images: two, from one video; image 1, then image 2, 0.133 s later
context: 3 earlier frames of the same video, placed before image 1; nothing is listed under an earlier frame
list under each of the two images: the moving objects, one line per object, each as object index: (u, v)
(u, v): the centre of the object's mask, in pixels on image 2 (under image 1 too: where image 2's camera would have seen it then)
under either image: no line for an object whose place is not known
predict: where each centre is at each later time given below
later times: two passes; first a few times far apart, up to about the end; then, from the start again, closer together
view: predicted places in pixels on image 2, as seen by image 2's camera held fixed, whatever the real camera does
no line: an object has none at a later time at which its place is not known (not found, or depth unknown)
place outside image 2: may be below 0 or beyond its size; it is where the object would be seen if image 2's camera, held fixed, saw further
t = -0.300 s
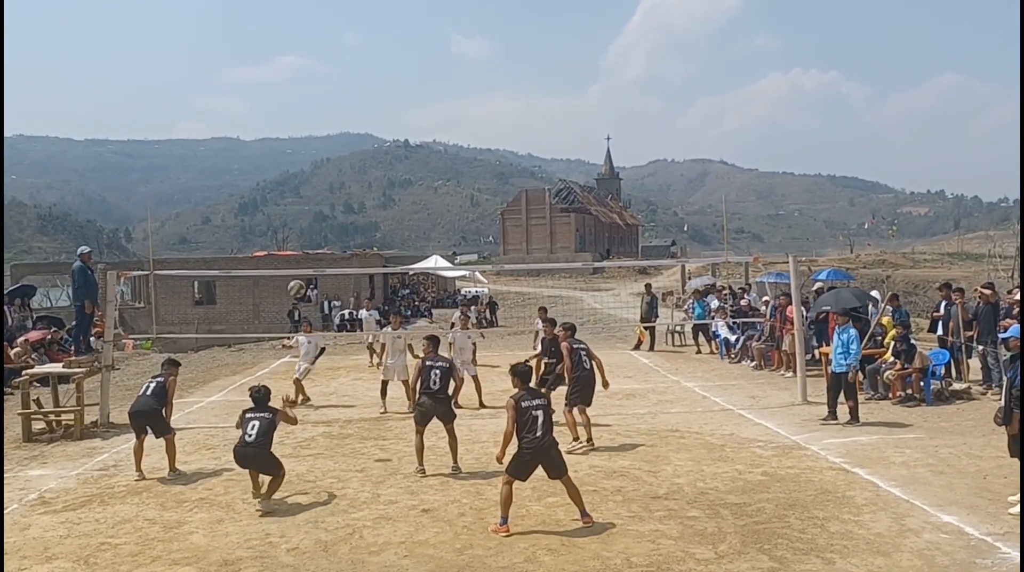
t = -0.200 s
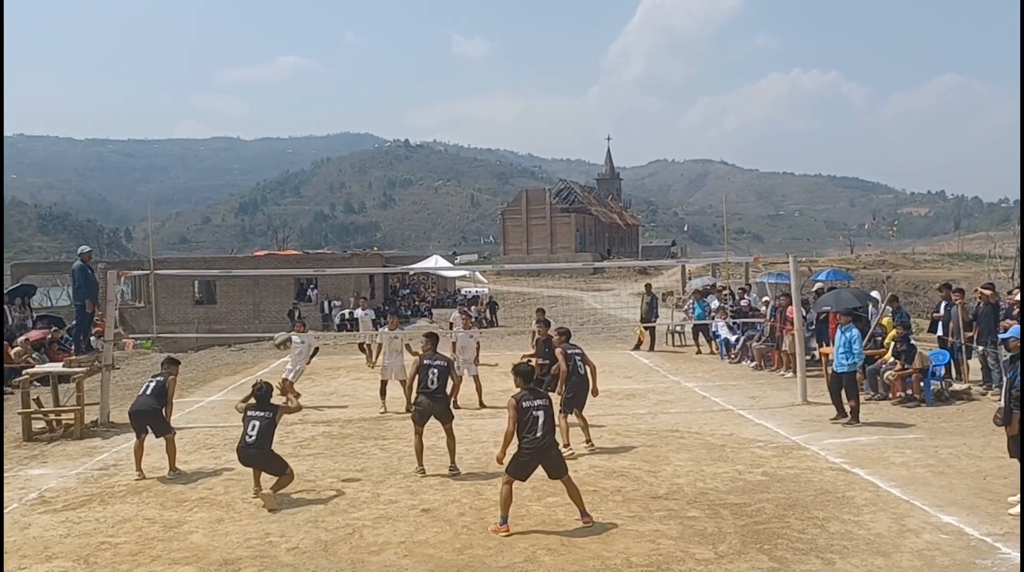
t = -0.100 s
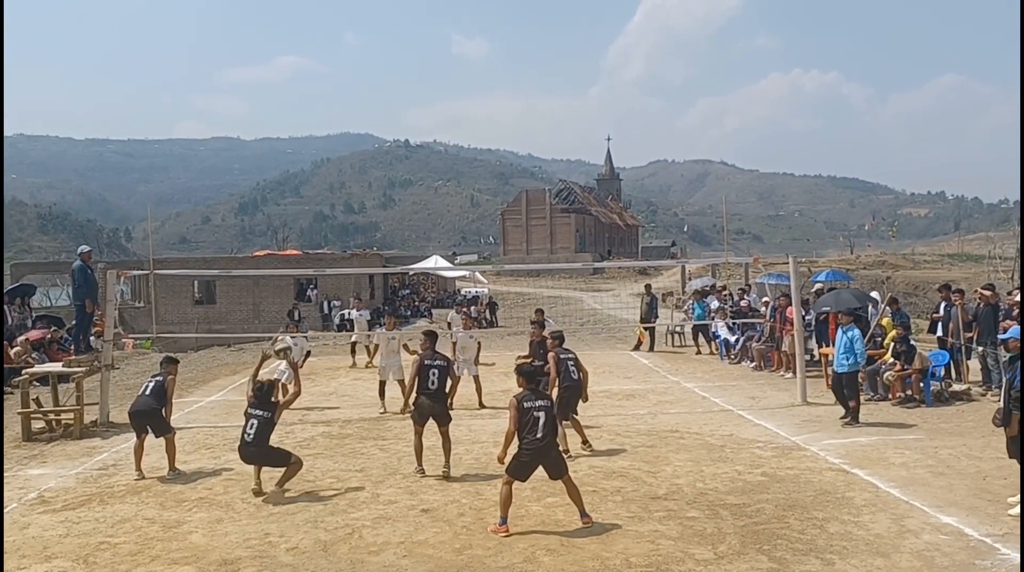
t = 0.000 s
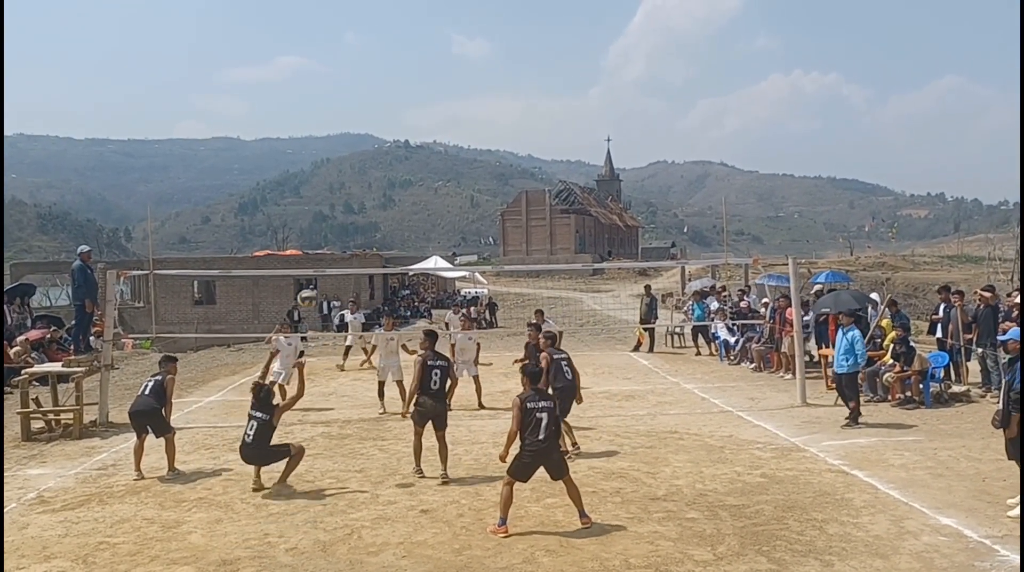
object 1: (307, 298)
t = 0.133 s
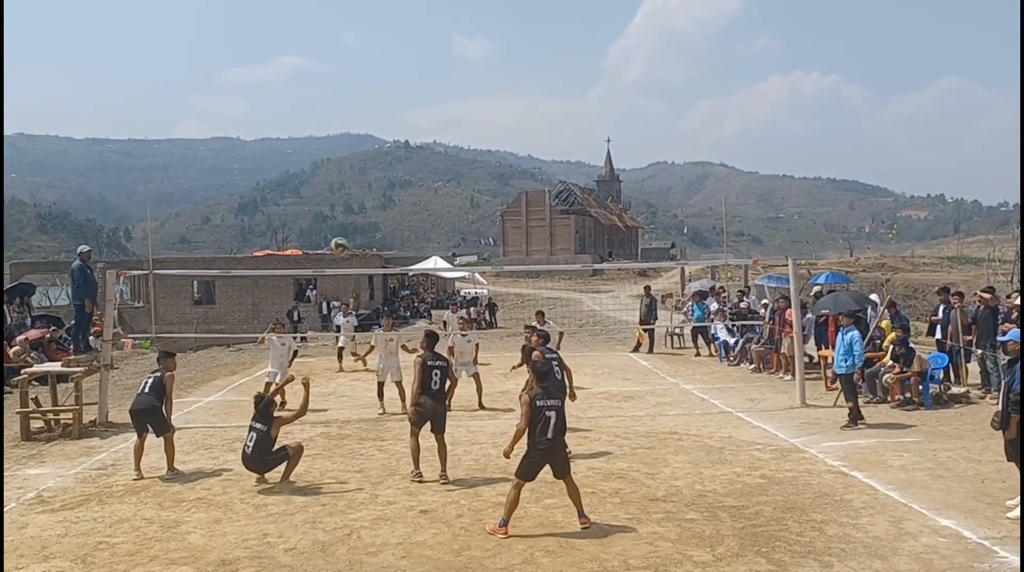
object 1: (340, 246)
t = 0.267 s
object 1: (371, 210)
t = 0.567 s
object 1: (437, 188)
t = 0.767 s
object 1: (477, 214)
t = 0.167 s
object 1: (348, 235)
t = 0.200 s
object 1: (355, 226)
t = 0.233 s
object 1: (363, 218)
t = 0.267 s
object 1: (371, 210)
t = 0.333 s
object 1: (386, 199)
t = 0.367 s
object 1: (393, 195)
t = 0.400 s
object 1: (401, 191)
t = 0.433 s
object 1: (408, 188)
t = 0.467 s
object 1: (416, 187)
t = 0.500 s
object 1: (423, 186)
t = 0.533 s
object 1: (430, 186)
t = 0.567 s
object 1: (437, 188)
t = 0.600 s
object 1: (444, 190)
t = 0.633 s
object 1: (451, 193)
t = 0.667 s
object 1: (457, 197)
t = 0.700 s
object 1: (464, 202)
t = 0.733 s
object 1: (470, 207)
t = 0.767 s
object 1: (477, 214)
